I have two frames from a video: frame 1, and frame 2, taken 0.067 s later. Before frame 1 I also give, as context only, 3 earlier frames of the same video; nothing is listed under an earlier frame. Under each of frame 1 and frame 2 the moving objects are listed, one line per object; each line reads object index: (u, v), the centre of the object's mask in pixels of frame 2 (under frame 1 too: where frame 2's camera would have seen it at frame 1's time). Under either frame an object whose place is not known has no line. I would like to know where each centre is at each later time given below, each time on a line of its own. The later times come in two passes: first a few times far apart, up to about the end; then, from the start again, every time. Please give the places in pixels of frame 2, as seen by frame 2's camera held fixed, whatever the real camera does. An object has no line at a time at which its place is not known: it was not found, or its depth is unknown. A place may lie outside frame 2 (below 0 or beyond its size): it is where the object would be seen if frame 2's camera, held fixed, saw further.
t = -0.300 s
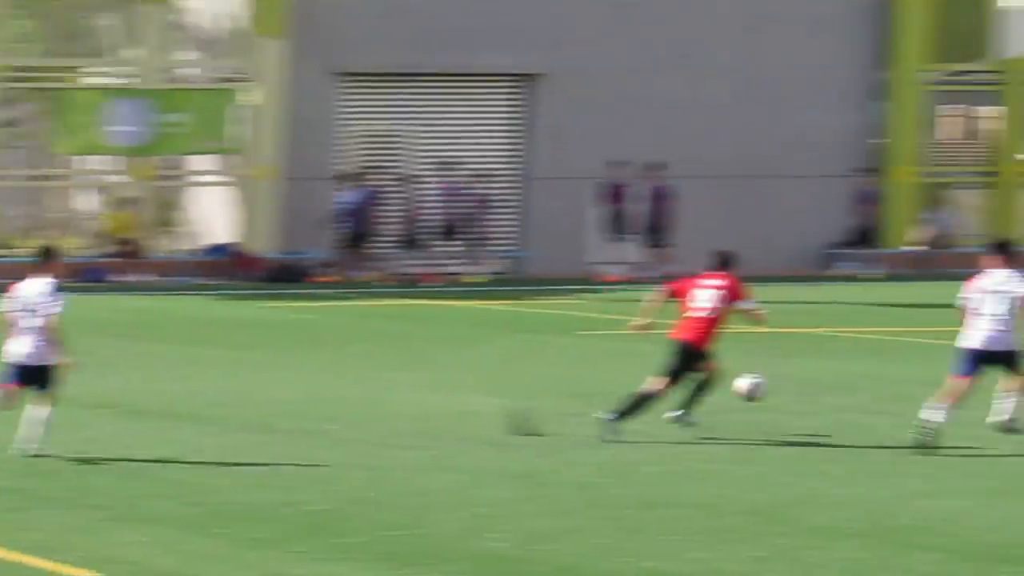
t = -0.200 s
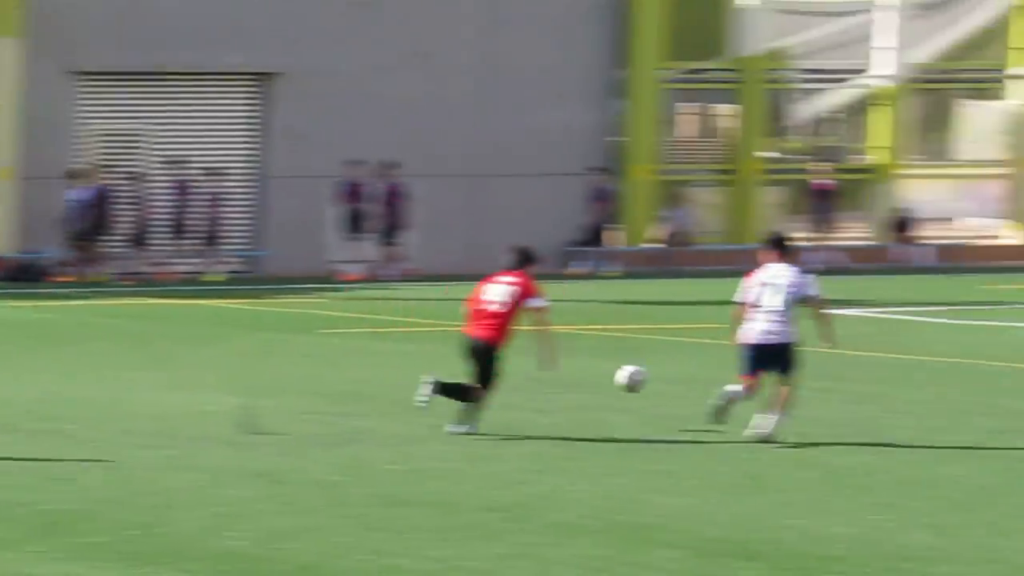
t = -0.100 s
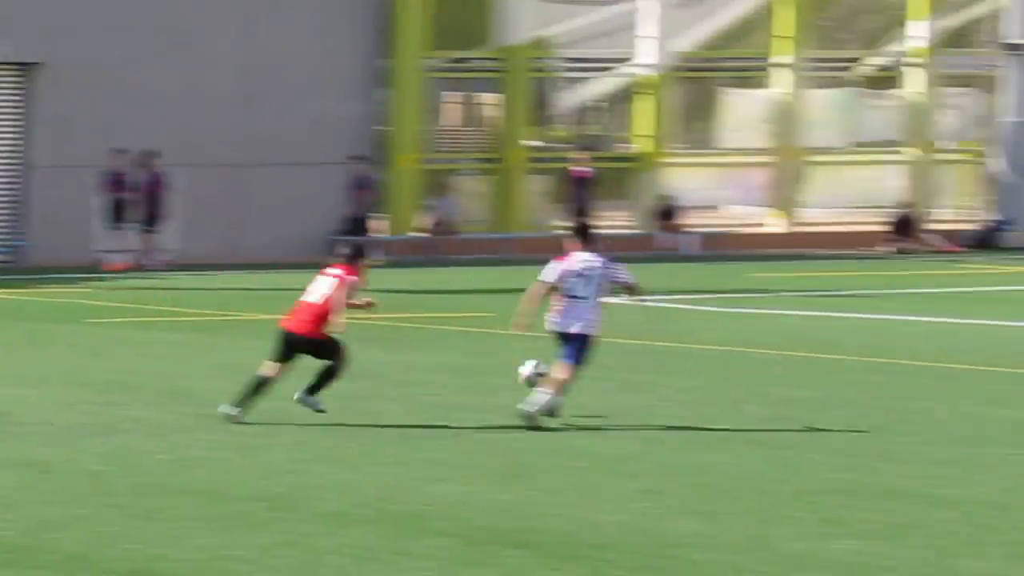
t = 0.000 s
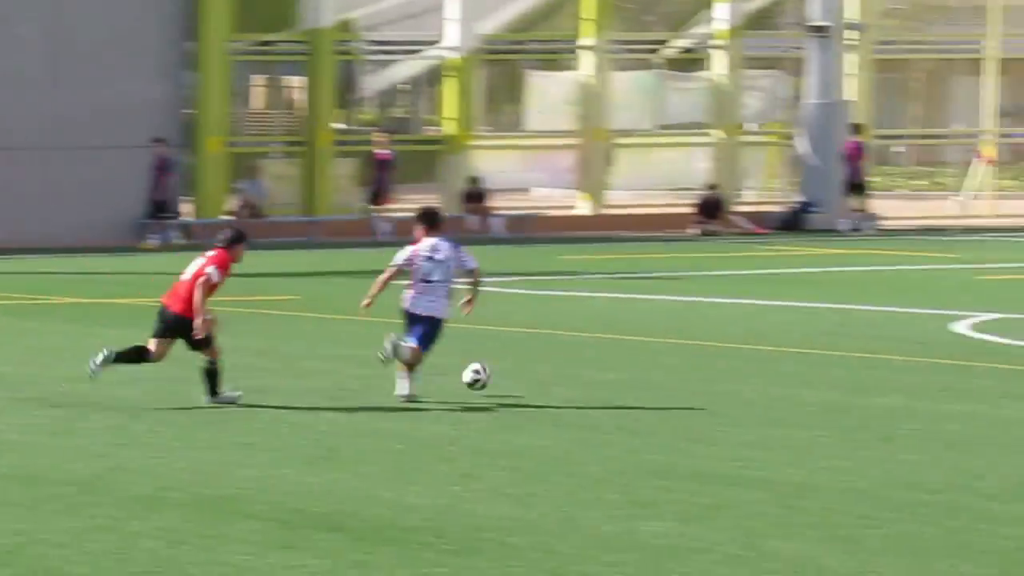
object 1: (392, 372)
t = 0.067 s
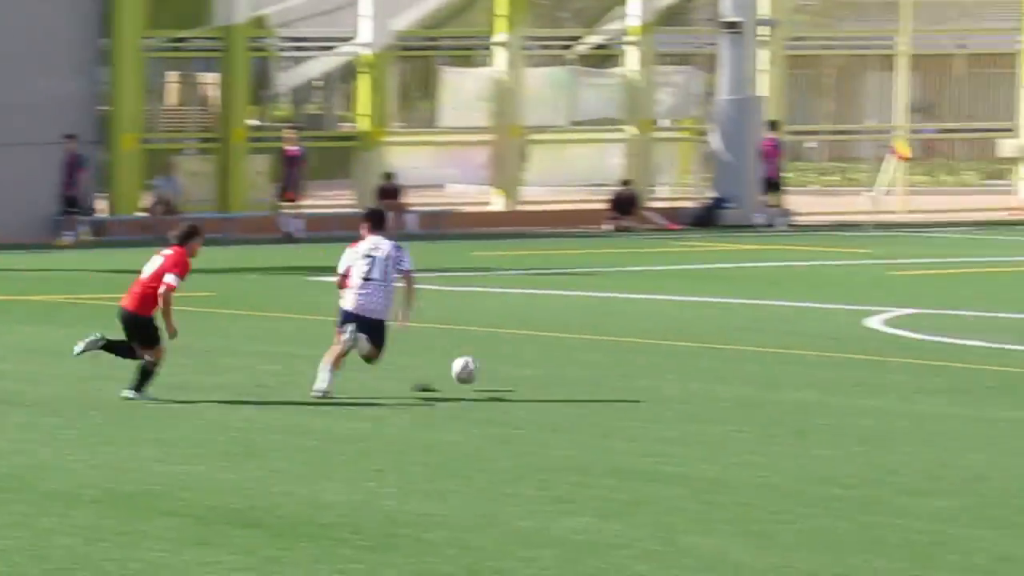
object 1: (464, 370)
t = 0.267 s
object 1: (653, 348)
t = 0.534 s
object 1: (900, 361)
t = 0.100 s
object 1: (497, 362)
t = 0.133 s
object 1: (529, 356)
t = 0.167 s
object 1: (560, 352)
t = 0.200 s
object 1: (592, 349)
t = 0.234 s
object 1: (623, 348)
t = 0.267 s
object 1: (653, 348)
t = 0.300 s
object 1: (685, 349)
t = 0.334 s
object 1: (716, 353)
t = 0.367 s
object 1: (747, 356)
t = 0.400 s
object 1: (778, 363)
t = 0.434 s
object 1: (808, 370)
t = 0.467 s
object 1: (839, 372)
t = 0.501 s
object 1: (870, 366)
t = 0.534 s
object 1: (900, 361)
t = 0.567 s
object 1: (931, 359)
